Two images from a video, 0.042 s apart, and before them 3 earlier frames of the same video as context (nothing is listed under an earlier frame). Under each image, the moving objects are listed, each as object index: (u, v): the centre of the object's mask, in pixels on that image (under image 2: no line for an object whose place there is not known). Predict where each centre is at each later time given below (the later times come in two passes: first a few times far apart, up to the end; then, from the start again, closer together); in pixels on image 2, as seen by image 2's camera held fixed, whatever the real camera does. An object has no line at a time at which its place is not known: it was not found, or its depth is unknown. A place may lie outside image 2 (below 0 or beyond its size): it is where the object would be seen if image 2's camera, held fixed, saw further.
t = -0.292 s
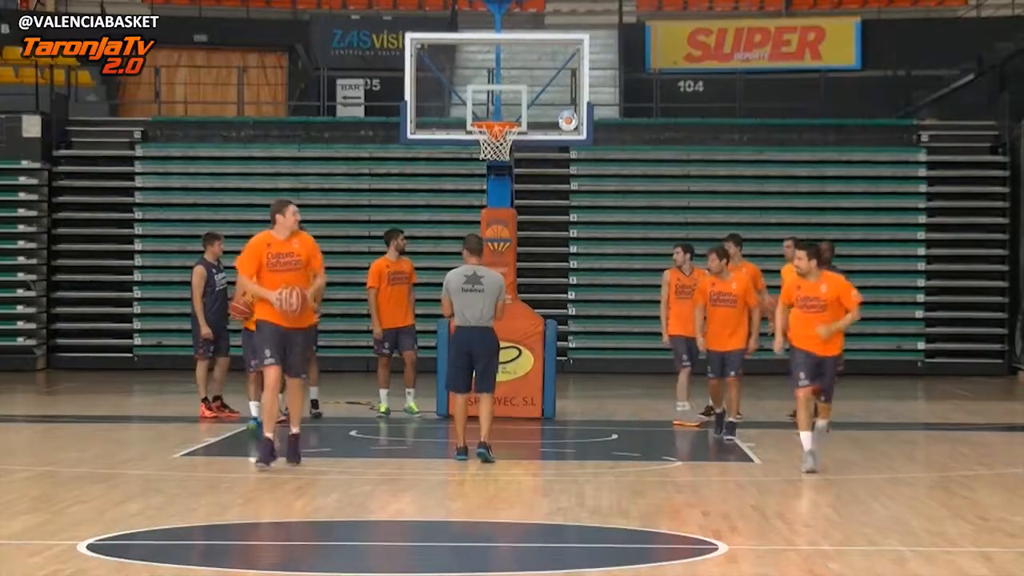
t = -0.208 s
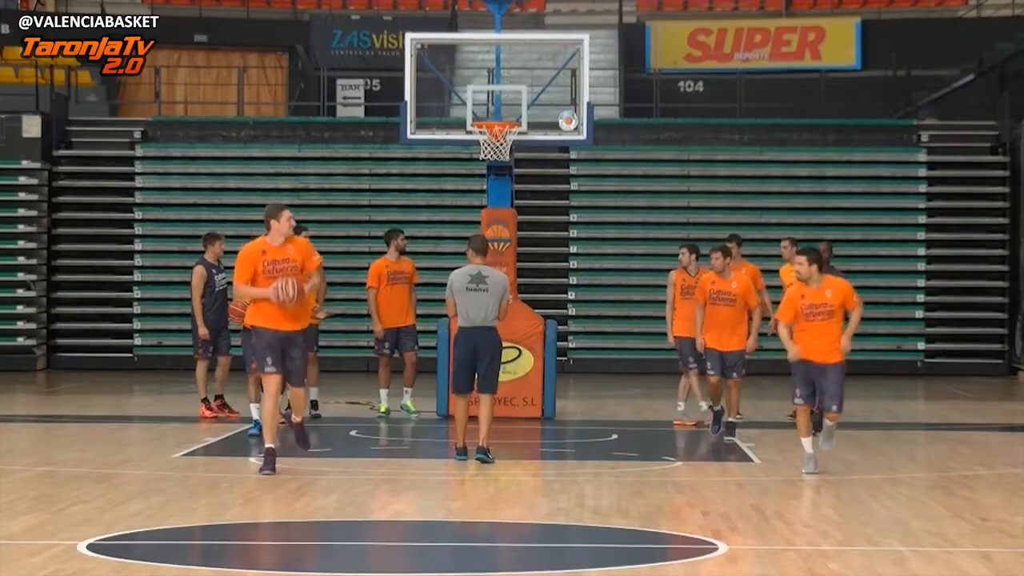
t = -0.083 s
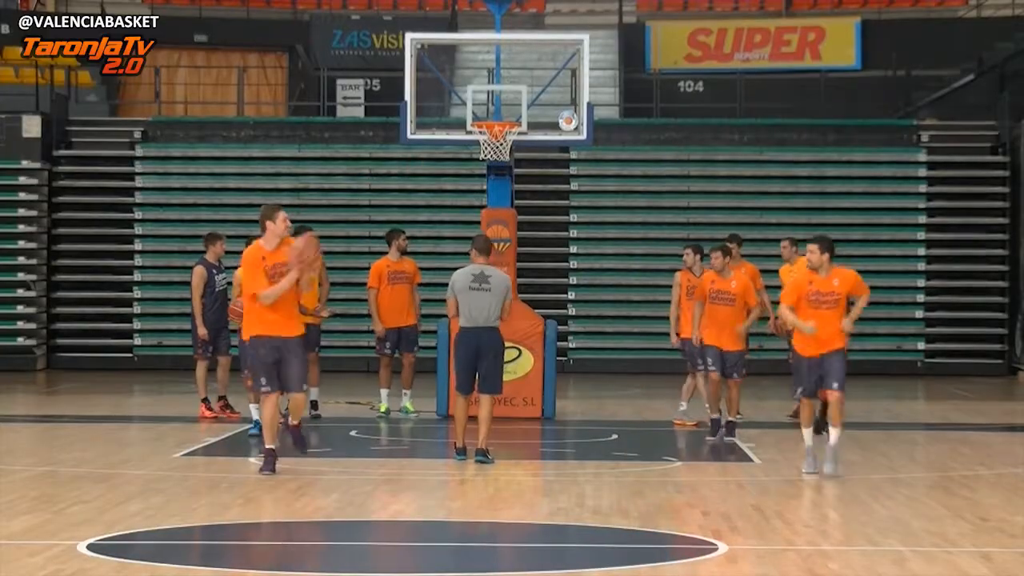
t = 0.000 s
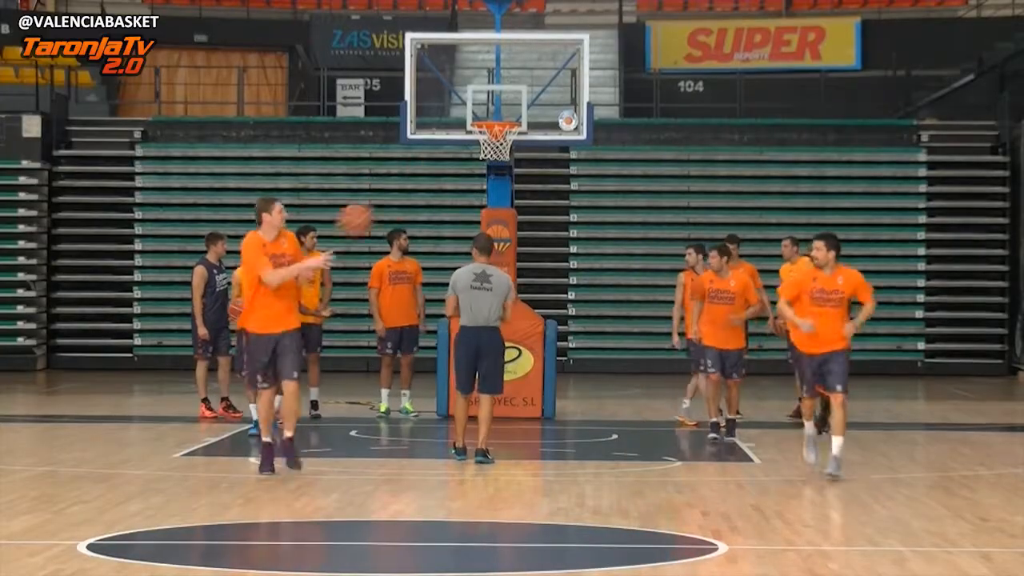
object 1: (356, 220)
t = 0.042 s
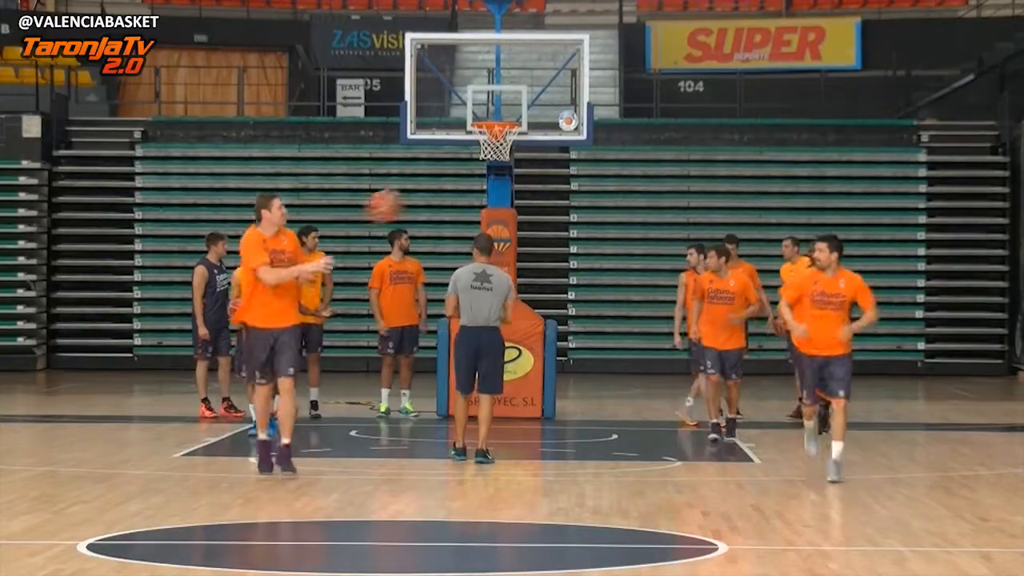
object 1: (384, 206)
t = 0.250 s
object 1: (526, 172)
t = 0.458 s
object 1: (673, 192)
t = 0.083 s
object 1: (411, 196)
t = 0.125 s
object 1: (441, 187)
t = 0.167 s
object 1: (468, 180)
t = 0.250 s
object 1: (526, 172)
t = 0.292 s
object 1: (554, 172)
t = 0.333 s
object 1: (584, 173)
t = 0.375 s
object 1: (613, 178)
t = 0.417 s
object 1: (644, 185)
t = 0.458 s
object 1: (673, 192)
